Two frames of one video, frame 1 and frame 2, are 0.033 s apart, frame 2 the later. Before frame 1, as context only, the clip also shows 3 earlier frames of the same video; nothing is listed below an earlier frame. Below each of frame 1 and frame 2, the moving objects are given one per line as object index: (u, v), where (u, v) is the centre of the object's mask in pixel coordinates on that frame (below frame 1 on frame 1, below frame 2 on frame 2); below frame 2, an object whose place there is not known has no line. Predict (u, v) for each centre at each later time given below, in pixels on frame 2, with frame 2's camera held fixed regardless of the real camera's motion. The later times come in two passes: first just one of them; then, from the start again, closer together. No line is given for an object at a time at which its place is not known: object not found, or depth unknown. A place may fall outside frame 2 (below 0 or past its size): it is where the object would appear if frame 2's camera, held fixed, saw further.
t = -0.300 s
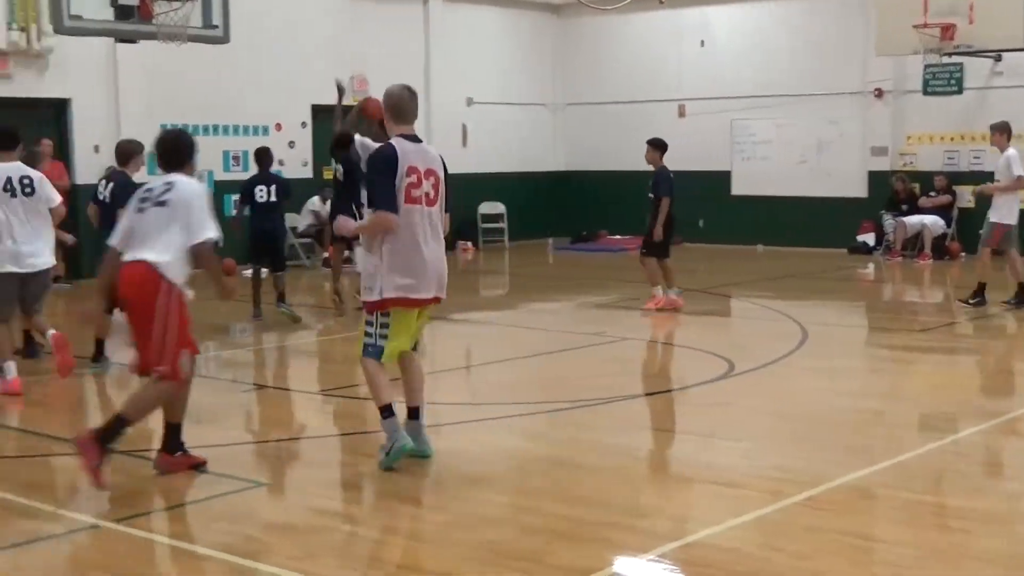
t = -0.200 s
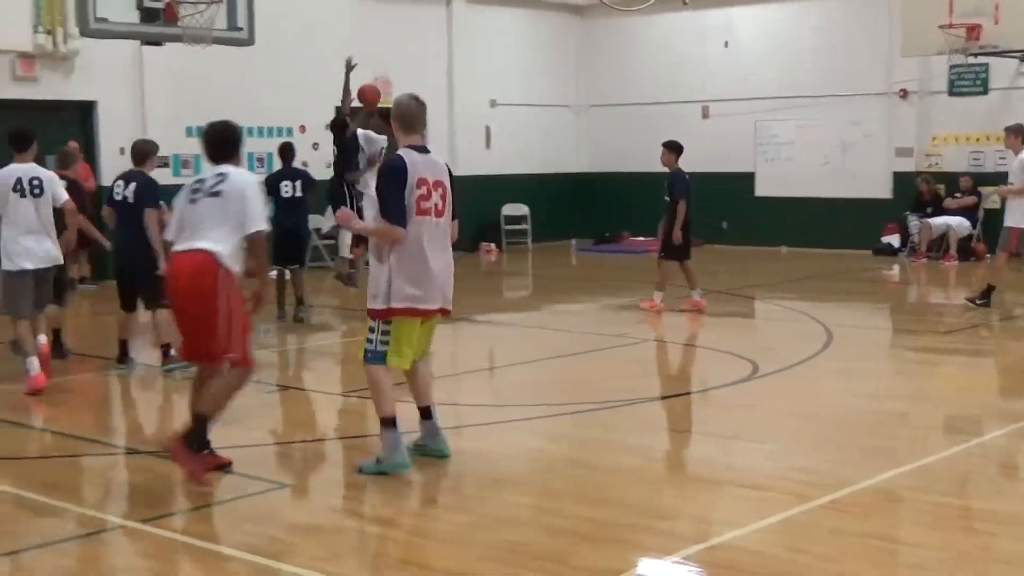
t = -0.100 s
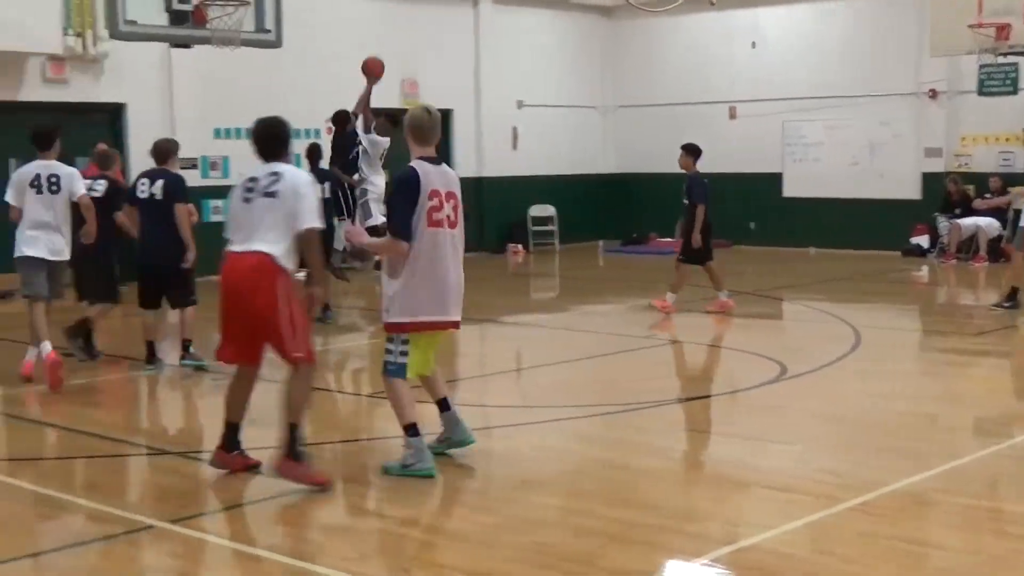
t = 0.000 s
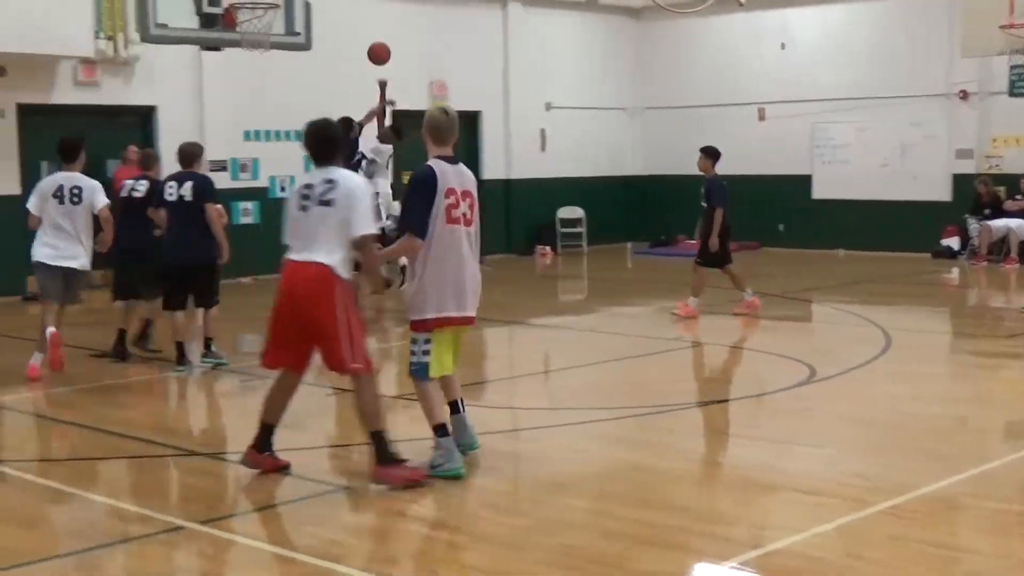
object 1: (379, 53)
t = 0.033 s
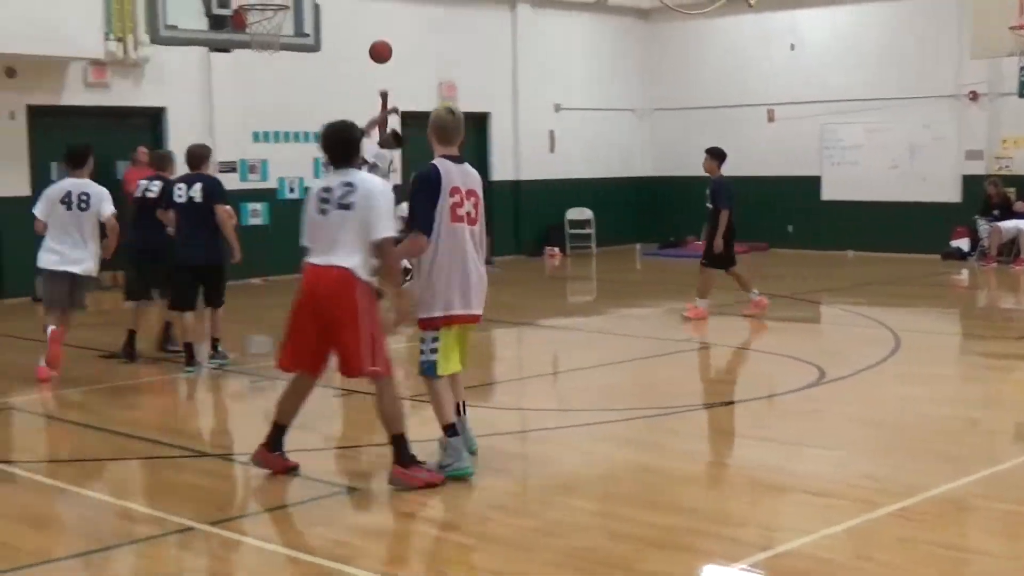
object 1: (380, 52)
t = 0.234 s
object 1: (338, 55)
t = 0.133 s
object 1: (359, 49)
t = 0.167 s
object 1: (352, 50)
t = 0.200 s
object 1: (345, 52)
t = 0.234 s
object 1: (338, 55)
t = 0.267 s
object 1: (331, 60)
